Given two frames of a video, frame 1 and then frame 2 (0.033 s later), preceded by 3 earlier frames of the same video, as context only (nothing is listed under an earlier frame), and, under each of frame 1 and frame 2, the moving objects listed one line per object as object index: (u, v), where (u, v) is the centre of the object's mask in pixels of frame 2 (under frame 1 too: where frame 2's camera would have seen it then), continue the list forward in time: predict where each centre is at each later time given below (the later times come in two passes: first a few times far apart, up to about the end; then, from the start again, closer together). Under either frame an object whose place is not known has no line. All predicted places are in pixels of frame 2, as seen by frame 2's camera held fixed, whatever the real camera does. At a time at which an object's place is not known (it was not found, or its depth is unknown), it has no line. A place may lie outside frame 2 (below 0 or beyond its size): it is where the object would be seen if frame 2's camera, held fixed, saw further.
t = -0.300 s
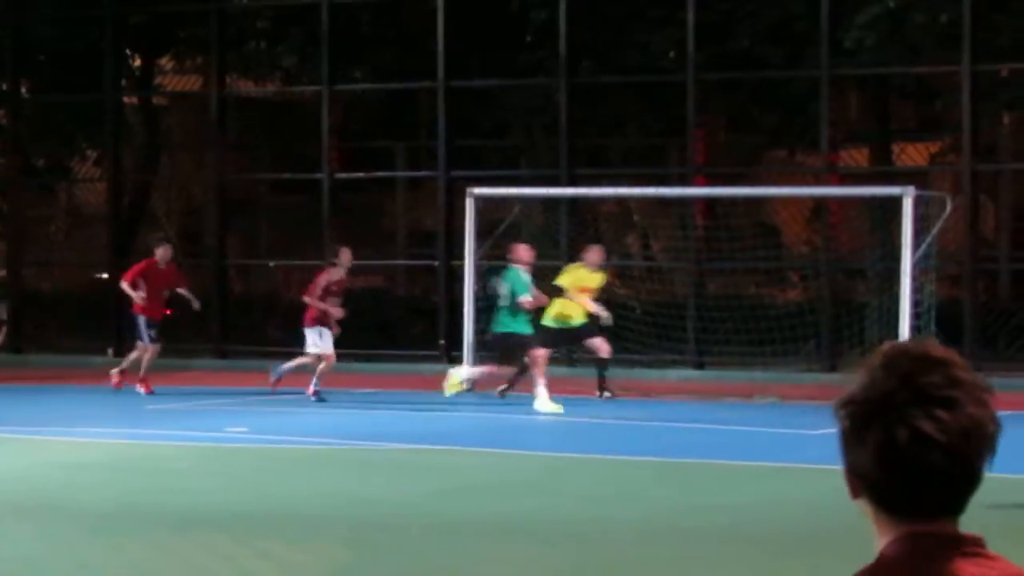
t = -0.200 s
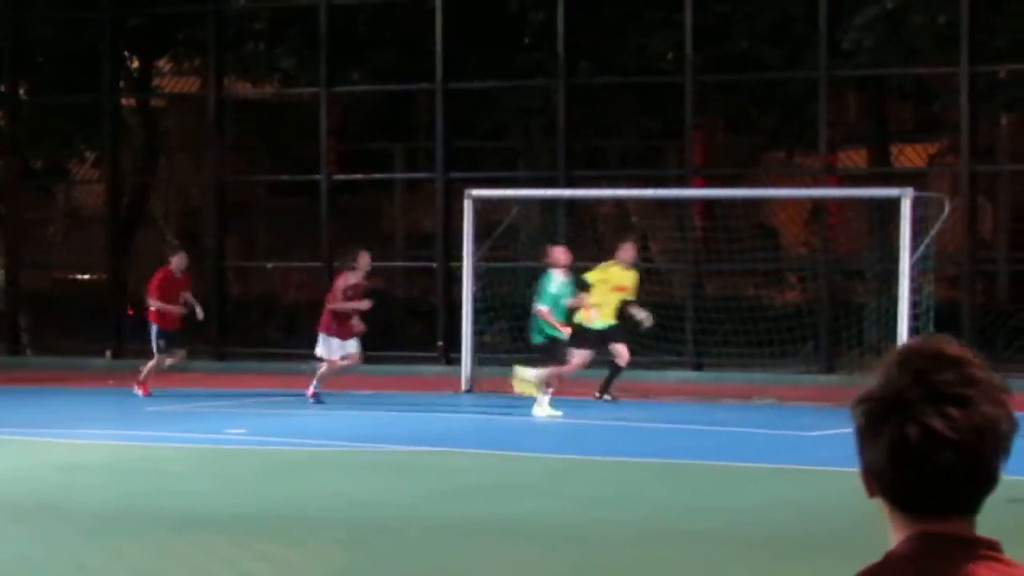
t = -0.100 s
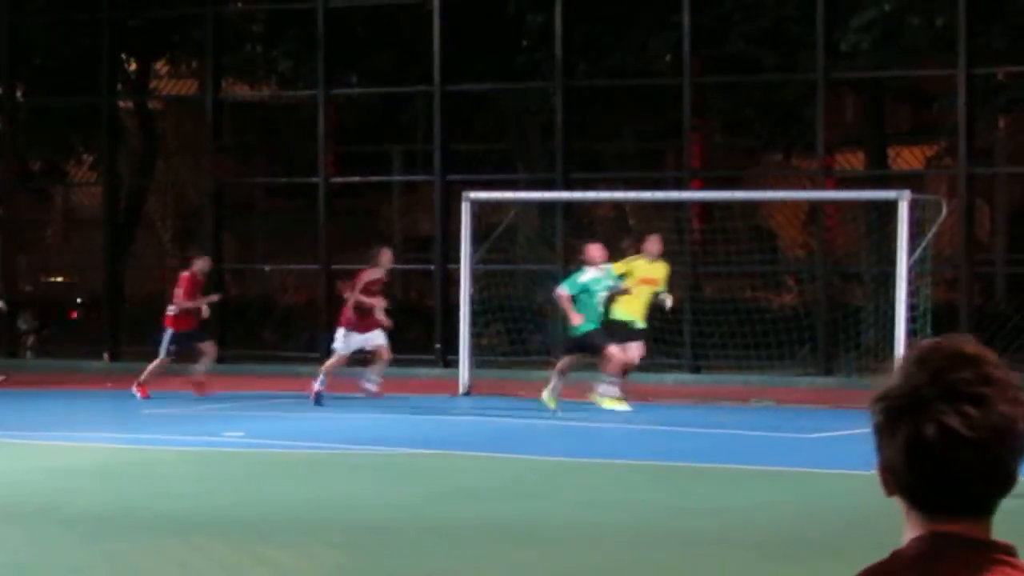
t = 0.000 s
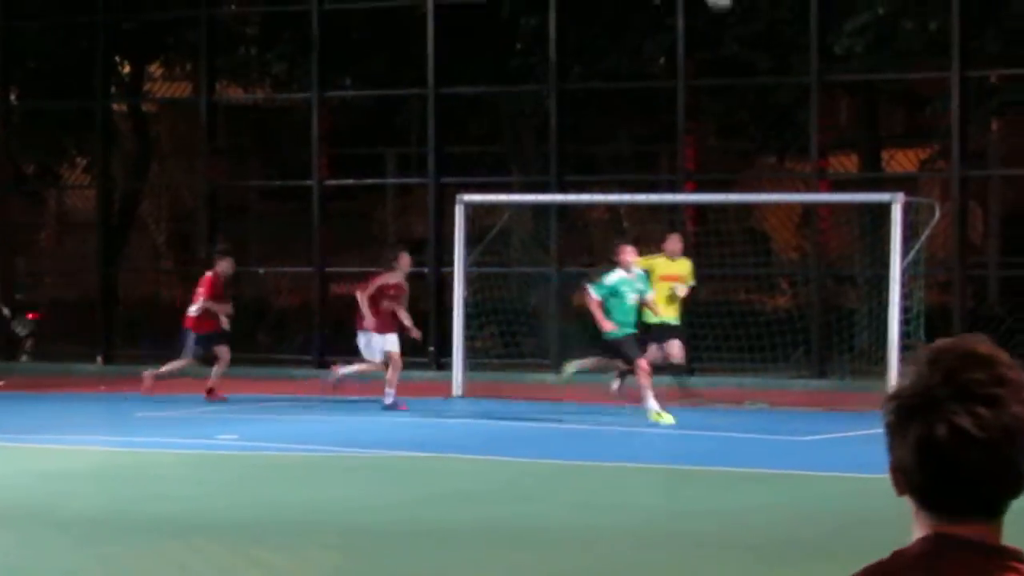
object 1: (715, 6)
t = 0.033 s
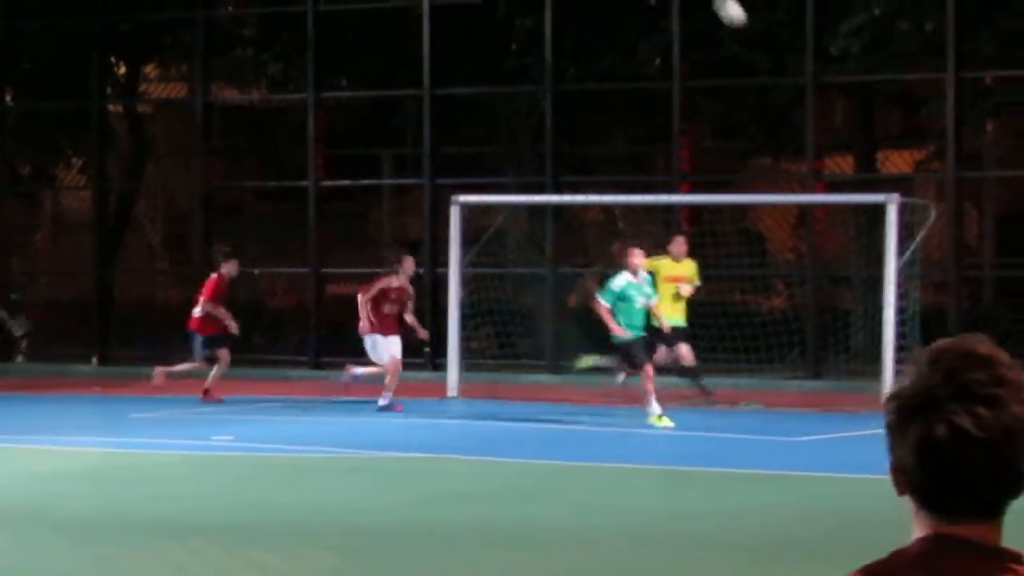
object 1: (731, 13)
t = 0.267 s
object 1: (871, 165)
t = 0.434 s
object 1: (975, 319)
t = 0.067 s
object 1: (749, 28)
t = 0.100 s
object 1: (769, 47)
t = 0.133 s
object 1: (790, 68)
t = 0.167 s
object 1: (810, 89)
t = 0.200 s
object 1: (831, 113)
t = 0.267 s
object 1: (871, 165)
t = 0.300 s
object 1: (893, 190)
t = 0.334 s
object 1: (914, 222)
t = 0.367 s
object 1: (933, 254)
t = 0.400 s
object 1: (954, 289)
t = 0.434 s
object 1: (975, 319)
